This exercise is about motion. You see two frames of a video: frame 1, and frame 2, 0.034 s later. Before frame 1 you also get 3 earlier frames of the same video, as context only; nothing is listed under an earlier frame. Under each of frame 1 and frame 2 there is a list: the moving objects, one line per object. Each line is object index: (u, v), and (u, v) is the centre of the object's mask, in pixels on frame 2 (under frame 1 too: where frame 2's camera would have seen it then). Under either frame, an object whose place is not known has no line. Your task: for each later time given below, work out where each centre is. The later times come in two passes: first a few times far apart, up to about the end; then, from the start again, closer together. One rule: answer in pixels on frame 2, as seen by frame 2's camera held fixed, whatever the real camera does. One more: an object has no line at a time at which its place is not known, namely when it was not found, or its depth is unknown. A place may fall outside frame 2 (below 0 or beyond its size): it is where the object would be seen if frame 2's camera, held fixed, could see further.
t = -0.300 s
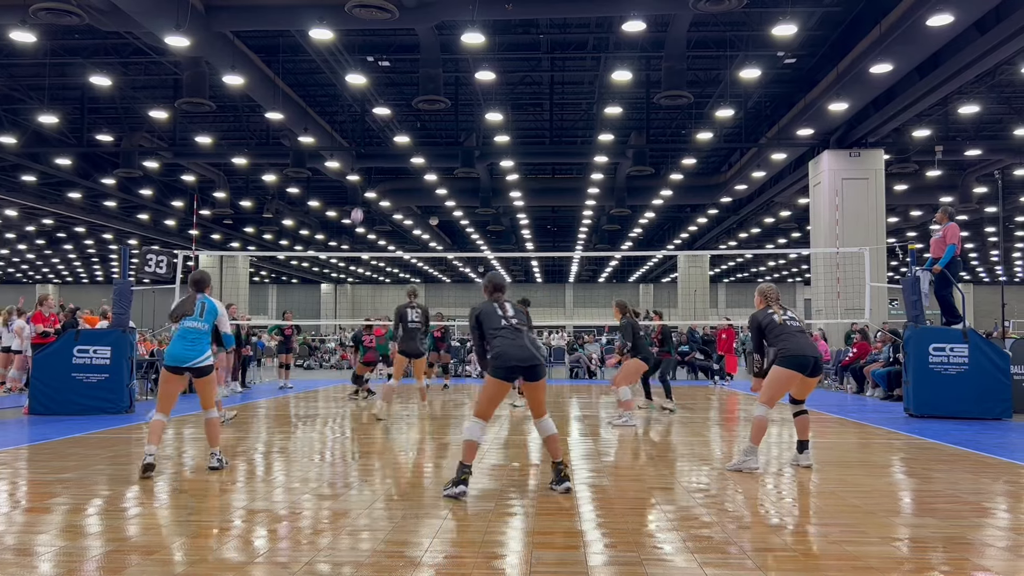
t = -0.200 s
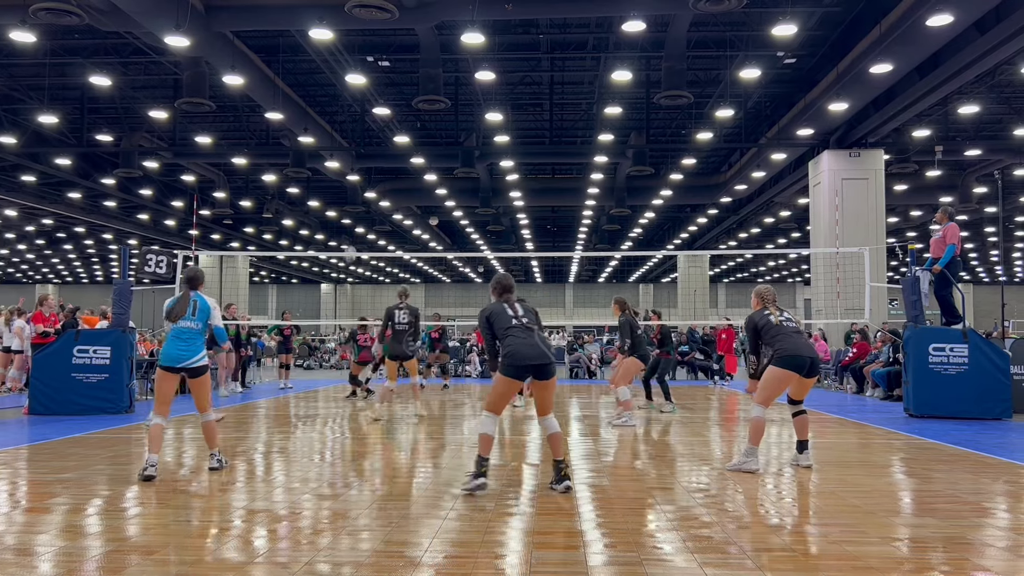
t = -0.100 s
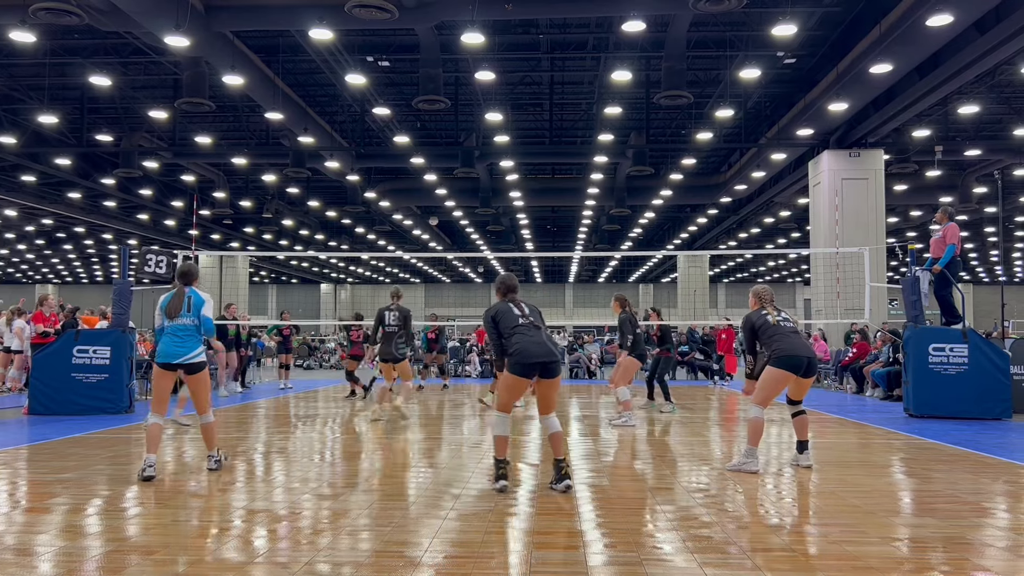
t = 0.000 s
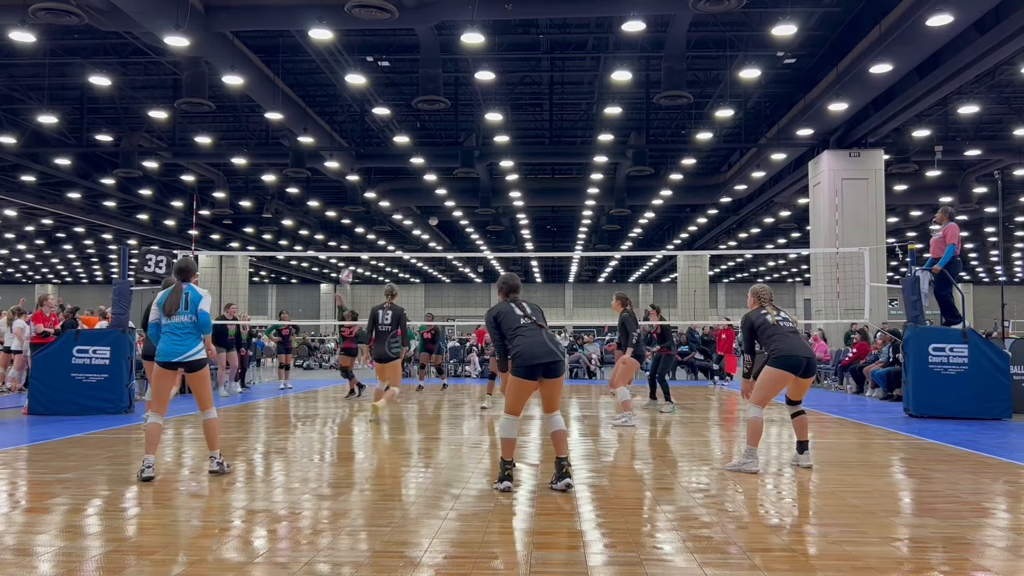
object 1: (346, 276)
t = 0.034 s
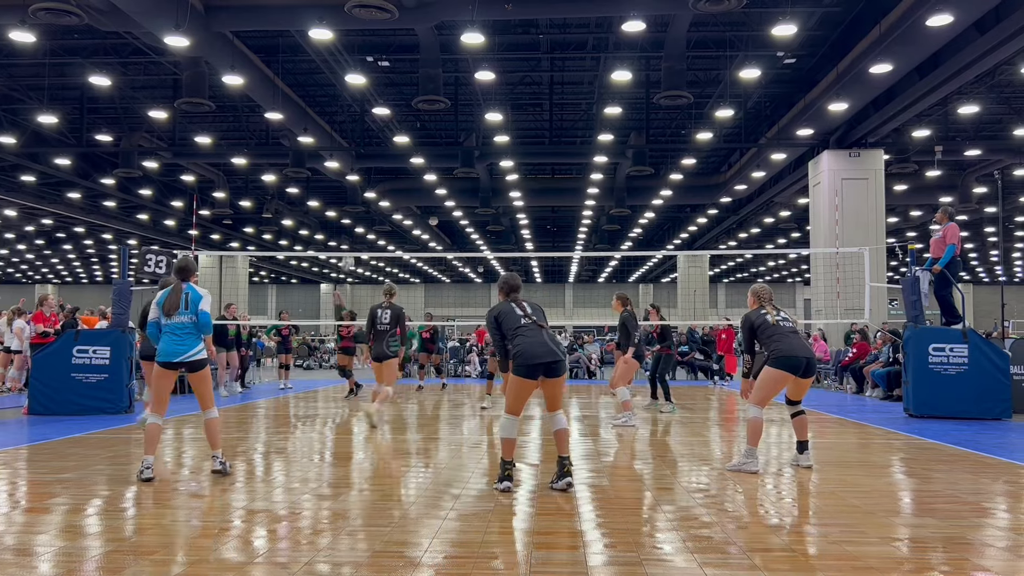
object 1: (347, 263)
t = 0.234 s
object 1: (360, 193)
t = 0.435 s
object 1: (373, 139)
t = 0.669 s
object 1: (392, 104)
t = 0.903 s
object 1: (415, 114)
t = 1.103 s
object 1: (440, 174)
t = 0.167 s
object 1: (356, 214)
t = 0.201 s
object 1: (358, 203)
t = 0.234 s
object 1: (360, 193)
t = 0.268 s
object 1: (362, 182)
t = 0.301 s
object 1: (364, 172)
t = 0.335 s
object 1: (366, 163)
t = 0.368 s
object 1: (369, 154)
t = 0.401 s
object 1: (371, 146)
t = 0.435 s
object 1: (373, 139)
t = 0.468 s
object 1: (376, 132)
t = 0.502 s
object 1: (378, 125)
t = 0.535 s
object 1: (381, 120)
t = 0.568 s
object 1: (383, 114)
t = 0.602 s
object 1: (386, 110)
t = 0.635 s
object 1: (389, 107)
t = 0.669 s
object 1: (392, 104)
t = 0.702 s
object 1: (395, 102)
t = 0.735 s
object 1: (398, 102)
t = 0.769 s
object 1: (401, 102)
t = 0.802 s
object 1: (404, 103)
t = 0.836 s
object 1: (407, 105)
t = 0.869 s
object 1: (411, 109)
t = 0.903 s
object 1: (415, 114)
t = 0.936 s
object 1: (418, 120)
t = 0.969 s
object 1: (422, 127)
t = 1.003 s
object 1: (426, 136)
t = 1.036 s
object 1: (430, 147)
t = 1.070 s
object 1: (435, 159)
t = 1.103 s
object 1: (440, 174)
